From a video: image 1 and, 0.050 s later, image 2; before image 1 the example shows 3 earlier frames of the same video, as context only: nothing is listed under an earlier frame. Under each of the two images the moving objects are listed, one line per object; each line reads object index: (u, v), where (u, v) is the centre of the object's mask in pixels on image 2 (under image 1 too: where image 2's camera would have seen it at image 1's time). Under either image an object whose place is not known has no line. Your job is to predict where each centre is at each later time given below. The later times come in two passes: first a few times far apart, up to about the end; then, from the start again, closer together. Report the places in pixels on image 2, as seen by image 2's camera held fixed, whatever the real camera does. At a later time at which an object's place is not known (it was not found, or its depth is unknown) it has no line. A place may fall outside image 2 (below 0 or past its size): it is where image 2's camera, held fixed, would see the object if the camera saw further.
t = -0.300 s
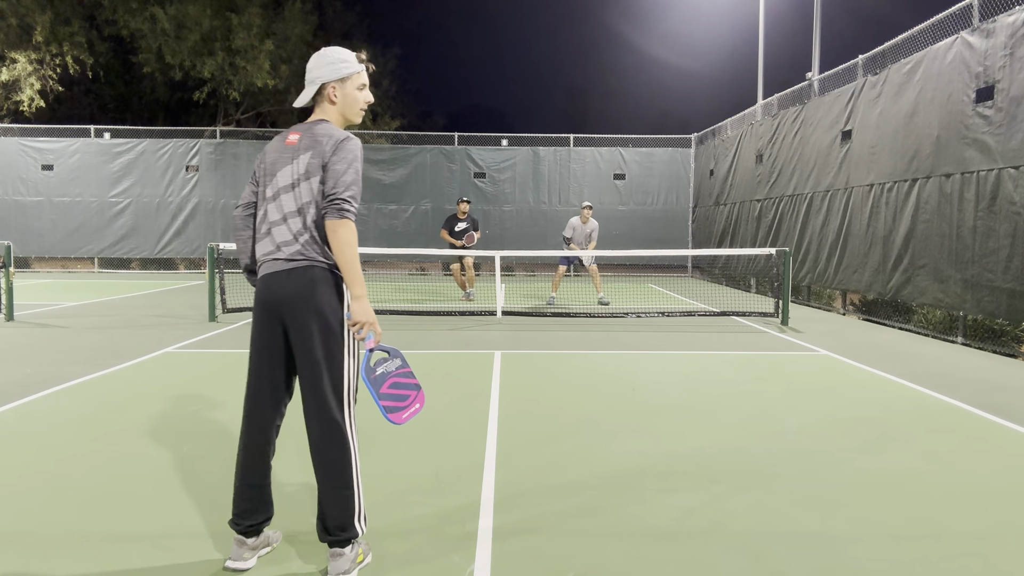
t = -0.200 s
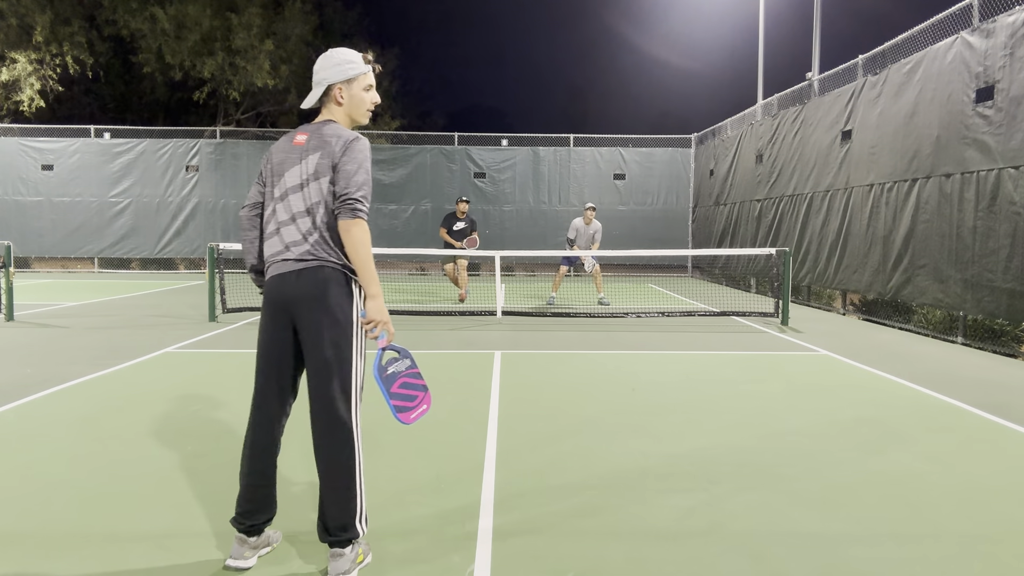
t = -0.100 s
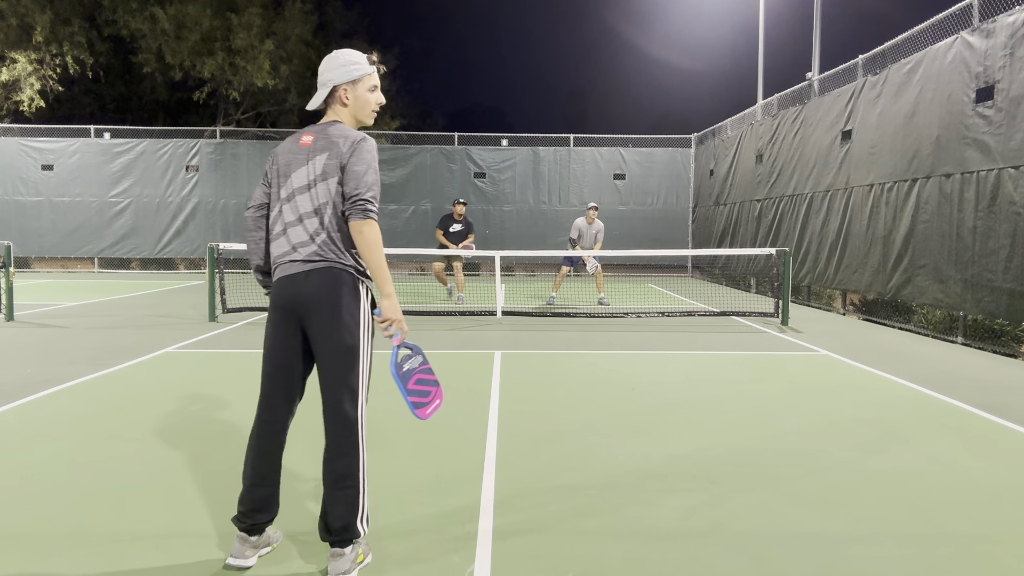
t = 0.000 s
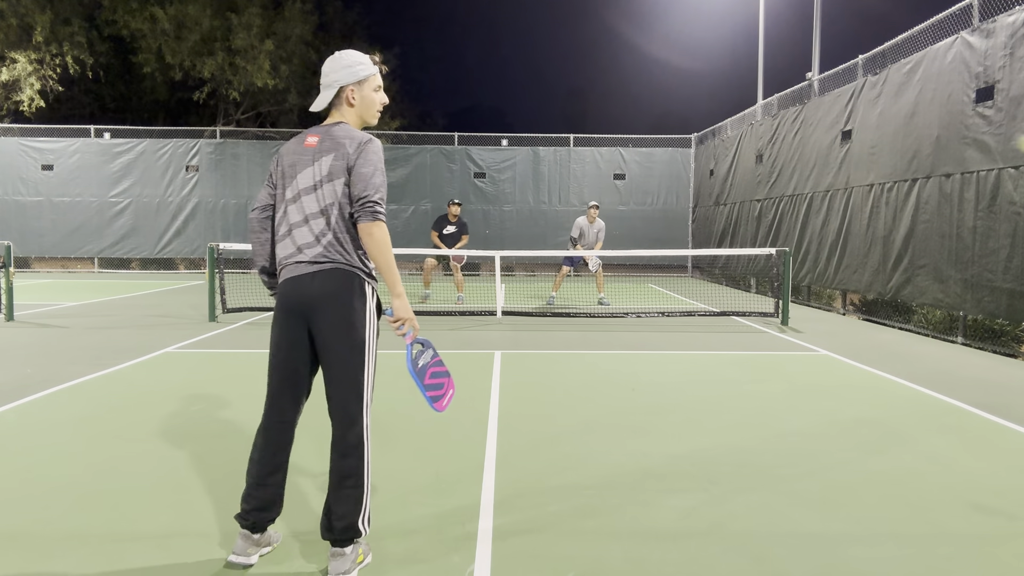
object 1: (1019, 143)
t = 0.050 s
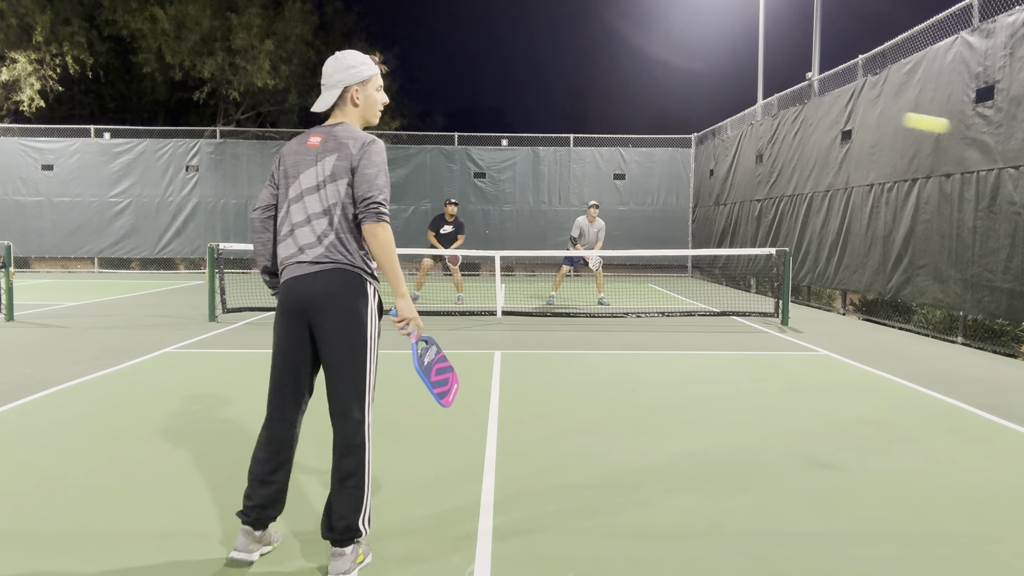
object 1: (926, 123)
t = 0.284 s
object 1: (623, 106)
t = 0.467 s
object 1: (515, 138)
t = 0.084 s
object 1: (861, 112)
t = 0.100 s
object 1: (831, 109)
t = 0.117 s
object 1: (805, 106)
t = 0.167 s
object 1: (737, 101)
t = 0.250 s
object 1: (650, 103)
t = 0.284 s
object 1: (623, 106)
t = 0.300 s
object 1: (610, 108)
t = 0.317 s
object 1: (598, 110)
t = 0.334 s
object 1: (587, 113)
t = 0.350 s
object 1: (576, 115)
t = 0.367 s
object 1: (566, 118)
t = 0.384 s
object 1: (557, 121)
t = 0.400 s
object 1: (548, 124)
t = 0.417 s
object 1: (539, 127)
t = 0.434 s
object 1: (531, 130)
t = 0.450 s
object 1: (523, 134)
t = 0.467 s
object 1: (515, 138)
